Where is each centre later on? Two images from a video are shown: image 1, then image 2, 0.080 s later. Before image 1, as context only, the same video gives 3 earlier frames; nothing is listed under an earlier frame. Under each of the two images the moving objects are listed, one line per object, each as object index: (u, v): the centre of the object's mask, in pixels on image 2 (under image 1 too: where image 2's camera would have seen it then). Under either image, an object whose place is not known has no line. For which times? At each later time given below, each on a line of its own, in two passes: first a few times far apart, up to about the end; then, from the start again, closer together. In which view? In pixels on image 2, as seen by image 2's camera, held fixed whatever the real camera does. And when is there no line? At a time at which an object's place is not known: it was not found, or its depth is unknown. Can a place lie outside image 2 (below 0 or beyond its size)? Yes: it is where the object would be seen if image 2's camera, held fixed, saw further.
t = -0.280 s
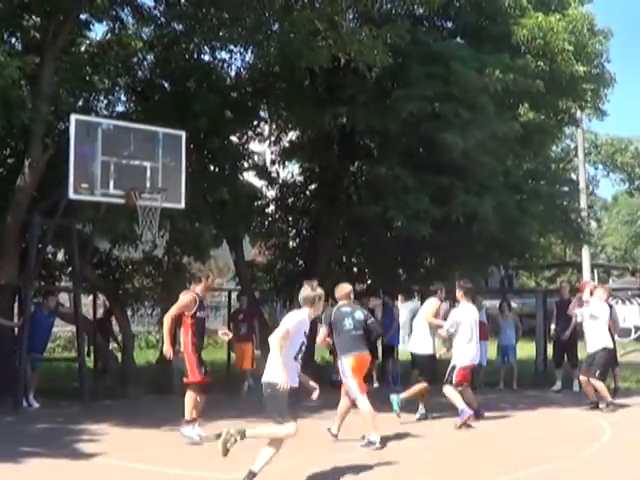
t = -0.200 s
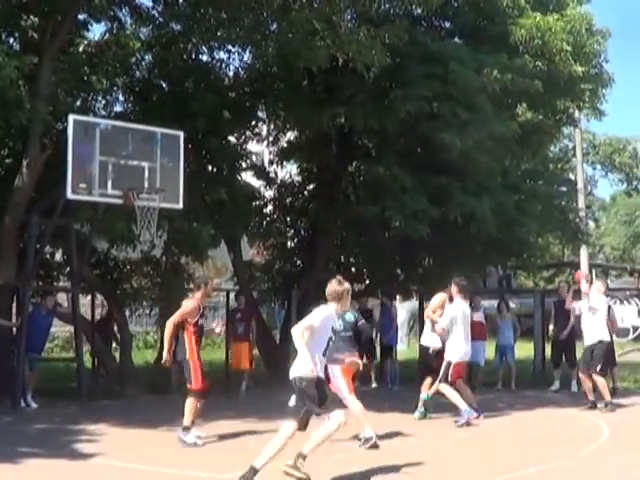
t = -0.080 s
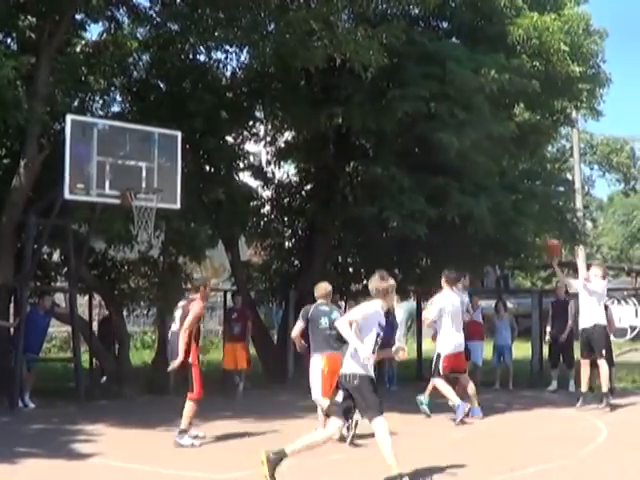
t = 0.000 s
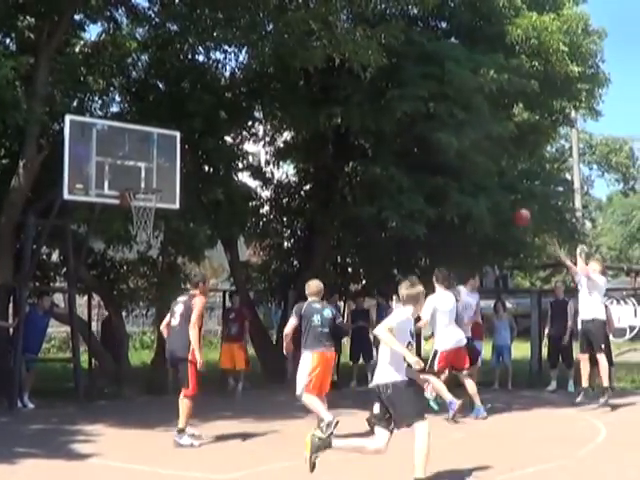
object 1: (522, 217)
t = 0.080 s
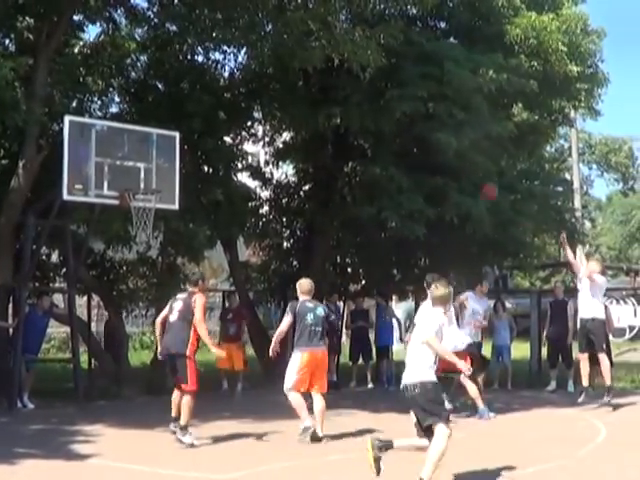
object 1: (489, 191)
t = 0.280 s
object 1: (409, 143)
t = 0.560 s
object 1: (298, 125)
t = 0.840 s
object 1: (181, 163)
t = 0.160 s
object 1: (457, 168)
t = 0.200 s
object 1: (441, 159)
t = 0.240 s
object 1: (425, 150)
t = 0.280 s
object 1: (409, 143)
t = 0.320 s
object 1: (393, 136)
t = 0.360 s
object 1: (377, 132)
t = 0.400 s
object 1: (361, 128)
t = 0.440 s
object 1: (345, 125)
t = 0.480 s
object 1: (329, 123)
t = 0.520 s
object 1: (314, 124)
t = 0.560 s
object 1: (298, 125)
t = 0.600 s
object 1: (281, 125)
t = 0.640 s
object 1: (263, 129)
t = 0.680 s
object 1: (249, 134)
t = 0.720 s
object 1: (229, 139)
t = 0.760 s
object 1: (213, 144)
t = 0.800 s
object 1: (197, 152)
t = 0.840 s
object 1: (181, 163)
